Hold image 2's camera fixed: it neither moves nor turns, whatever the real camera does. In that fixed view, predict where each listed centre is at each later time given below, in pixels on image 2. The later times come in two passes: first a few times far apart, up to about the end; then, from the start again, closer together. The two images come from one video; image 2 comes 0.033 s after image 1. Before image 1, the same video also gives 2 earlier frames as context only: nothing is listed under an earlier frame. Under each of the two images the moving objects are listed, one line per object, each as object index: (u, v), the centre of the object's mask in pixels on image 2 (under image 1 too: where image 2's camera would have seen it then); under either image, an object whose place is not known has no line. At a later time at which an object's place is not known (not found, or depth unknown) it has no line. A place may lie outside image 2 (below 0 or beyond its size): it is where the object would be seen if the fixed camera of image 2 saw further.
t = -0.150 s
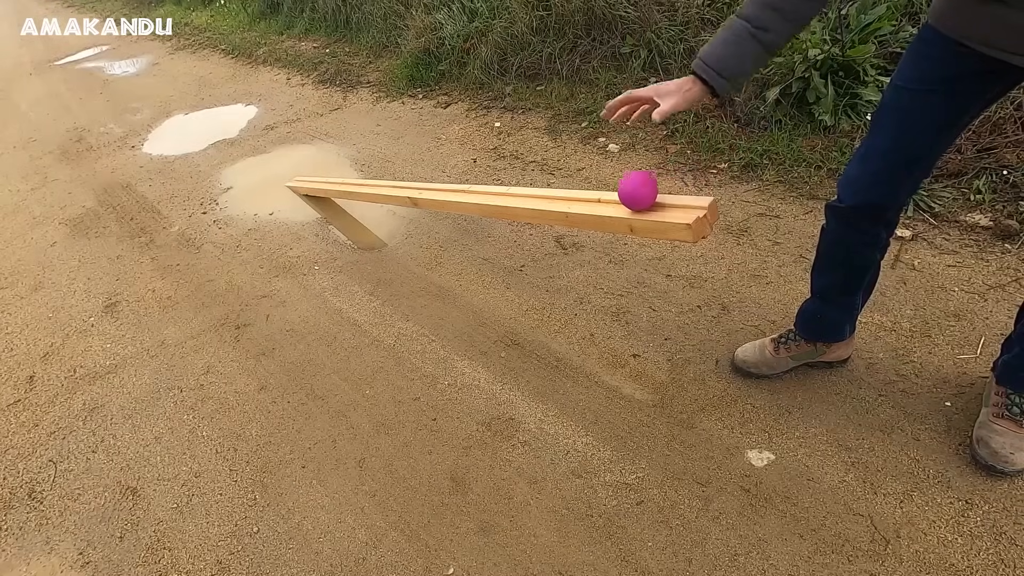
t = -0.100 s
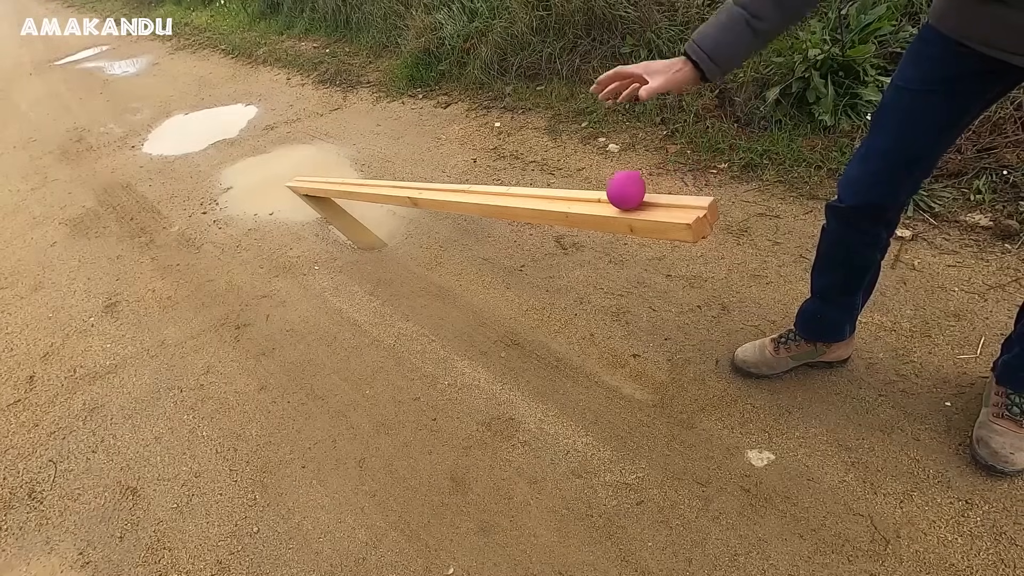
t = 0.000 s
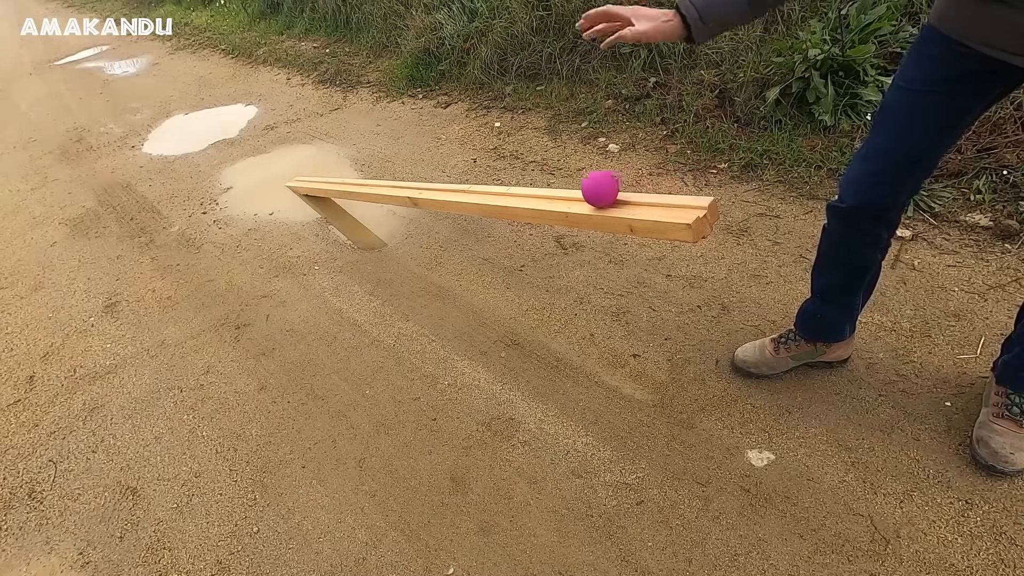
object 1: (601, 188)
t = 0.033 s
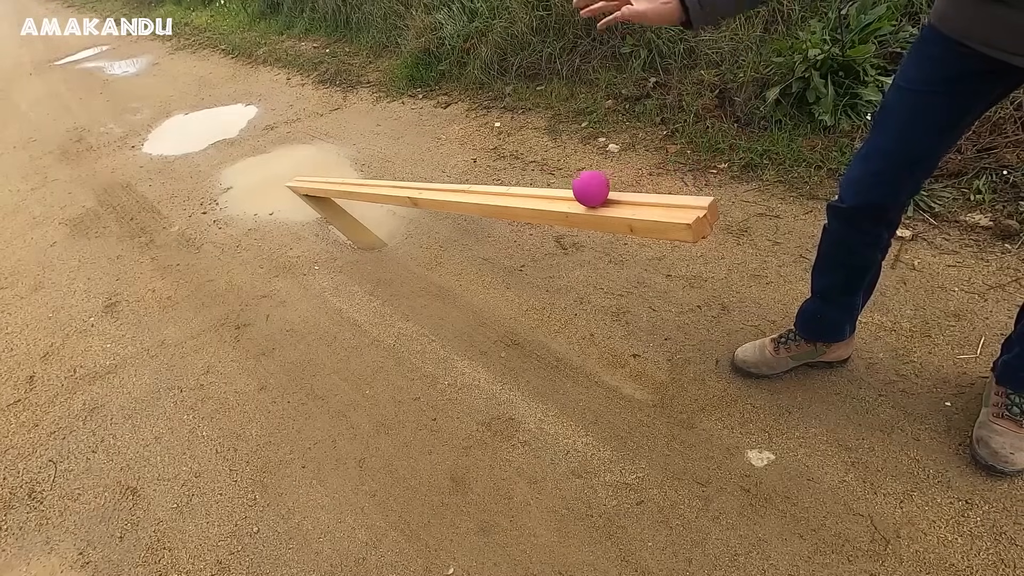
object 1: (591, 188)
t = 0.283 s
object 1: (518, 185)
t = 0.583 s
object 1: (432, 181)
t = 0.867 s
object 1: (363, 178)
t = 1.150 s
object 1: (307, 175)
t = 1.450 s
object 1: (267, 175)
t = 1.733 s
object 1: (259, 170)
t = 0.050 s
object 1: (587, 188)
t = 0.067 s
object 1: (581, 188)
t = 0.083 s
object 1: (577, 187)
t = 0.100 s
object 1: (573, 187)
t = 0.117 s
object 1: (568, 187)
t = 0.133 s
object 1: (563, 187)
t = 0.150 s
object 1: (557, 187)
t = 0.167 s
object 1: (553, 186)
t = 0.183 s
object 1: (547, 186)
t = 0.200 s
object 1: (542, 186)
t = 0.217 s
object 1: (537, 185)
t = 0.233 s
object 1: (533, 186)
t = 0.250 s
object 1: (528, 185)
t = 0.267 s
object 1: (523, 185)
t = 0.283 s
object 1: (518, 185)
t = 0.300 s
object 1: (513, 185)
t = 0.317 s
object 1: (509, 184)
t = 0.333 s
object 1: (504, 184)
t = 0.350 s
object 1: (499, 184)
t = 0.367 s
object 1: (494, 183)
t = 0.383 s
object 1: (489, 184)
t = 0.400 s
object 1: (484, 183)
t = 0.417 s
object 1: (479, 183)
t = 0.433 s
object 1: (474, 183)
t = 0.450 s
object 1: (469, 182)
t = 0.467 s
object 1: (465, 182)
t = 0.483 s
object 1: (460, 182)
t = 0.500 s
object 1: (455, 182)
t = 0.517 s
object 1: (450, 181)
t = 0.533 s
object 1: (446, 181)
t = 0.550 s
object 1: (441, 182)
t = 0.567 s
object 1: (437, 181)
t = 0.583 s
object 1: (432, 181)
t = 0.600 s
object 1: (428, 181)
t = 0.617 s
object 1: (423, 180)
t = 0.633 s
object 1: (420, 180)
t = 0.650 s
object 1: (415, 180)
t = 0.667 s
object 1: (411, 181)
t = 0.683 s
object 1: (406, 180)
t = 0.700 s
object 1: (402, 180)
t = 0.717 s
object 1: (398, 179)
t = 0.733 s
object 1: (394, 180)
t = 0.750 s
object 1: (390, 179)
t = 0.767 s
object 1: (386, 179)
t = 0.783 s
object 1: (382, 179)
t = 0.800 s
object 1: (378, 179)
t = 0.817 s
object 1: (374, 179)
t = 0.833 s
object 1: (371, 179)
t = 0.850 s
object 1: (367, 178)
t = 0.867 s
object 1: (363, 178)
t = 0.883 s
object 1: (360, 178)
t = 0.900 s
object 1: (356, 177)
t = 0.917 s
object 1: (353, 177)
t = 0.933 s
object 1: (349, 177)
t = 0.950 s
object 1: (345, 177)
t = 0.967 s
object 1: (342, 177)
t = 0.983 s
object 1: (338, 177)
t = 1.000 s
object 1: (335, 177)
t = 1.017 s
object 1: (332, 176)
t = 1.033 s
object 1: (329, 176)
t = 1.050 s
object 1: (325, 176)
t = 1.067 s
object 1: (322, 176)
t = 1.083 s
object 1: (319, 176)
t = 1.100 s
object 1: (316, 176)
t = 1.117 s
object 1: (313, 176)
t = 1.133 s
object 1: (310, 175)
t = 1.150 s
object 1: (307, 175)
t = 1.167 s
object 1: (305, 175)
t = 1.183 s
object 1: (301, 175)
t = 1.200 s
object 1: (299, 175)
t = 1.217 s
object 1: (296, 175)
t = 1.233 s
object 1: (293, 175)
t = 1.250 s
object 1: (290, 175)
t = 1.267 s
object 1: (287, 175)
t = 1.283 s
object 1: (285, 175)
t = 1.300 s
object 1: (282, 175)
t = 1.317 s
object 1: (282, 175)
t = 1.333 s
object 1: (279, 175)
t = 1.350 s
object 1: (275, 176)
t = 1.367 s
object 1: (275, 175)
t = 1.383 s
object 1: (273, 175)
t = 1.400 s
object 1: (273, 175)
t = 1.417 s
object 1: (270, 175)
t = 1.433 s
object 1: (269, 175)
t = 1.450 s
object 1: (267, 175)
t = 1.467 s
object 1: (265, 175)
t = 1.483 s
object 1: (264, 174)
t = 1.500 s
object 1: (264, 173)
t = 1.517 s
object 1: (265, 172)
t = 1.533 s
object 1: (264, 173)
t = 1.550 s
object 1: (263, 173)
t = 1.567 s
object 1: (263, 173)
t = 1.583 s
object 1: (262, 172)
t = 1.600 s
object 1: (262, 172)
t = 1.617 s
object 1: (261, 172)
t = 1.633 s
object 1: (260, 172)
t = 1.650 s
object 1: (260, 171)
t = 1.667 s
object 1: (260, 171)
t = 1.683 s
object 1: (260, 171)
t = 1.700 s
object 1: (260, 170)
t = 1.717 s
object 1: (259, 170)
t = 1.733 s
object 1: (259, 170)
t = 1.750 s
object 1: (260, 170)
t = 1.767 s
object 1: (260, 170)
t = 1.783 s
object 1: (259, 170)
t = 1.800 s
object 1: (259, 170)
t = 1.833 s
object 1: (259, 170)
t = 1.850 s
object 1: (259, 169)
